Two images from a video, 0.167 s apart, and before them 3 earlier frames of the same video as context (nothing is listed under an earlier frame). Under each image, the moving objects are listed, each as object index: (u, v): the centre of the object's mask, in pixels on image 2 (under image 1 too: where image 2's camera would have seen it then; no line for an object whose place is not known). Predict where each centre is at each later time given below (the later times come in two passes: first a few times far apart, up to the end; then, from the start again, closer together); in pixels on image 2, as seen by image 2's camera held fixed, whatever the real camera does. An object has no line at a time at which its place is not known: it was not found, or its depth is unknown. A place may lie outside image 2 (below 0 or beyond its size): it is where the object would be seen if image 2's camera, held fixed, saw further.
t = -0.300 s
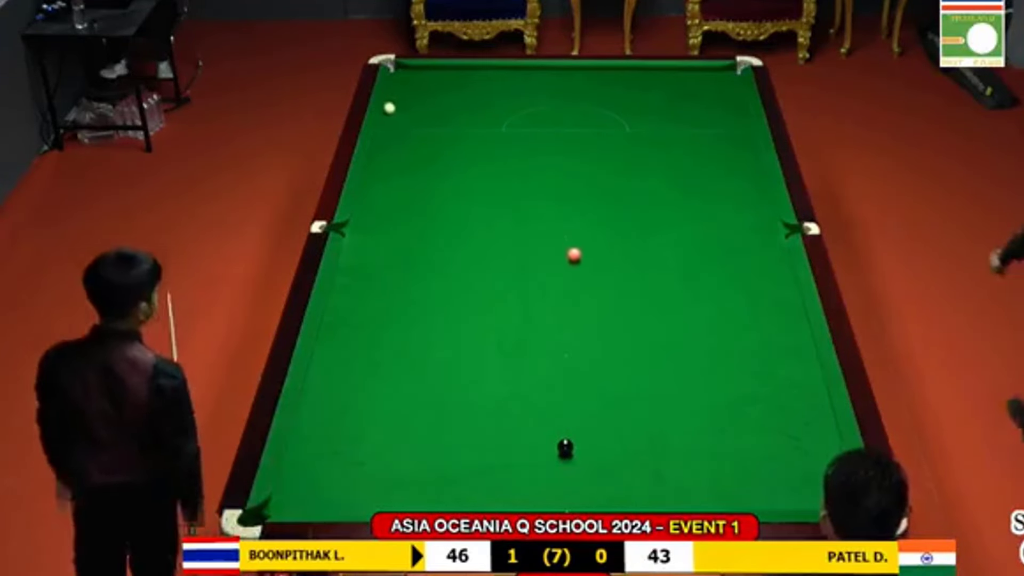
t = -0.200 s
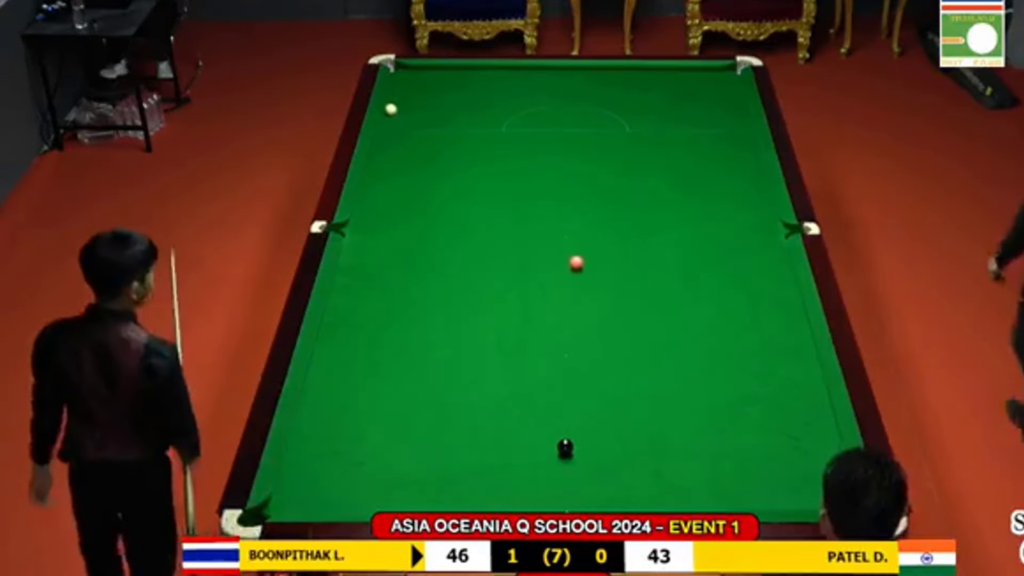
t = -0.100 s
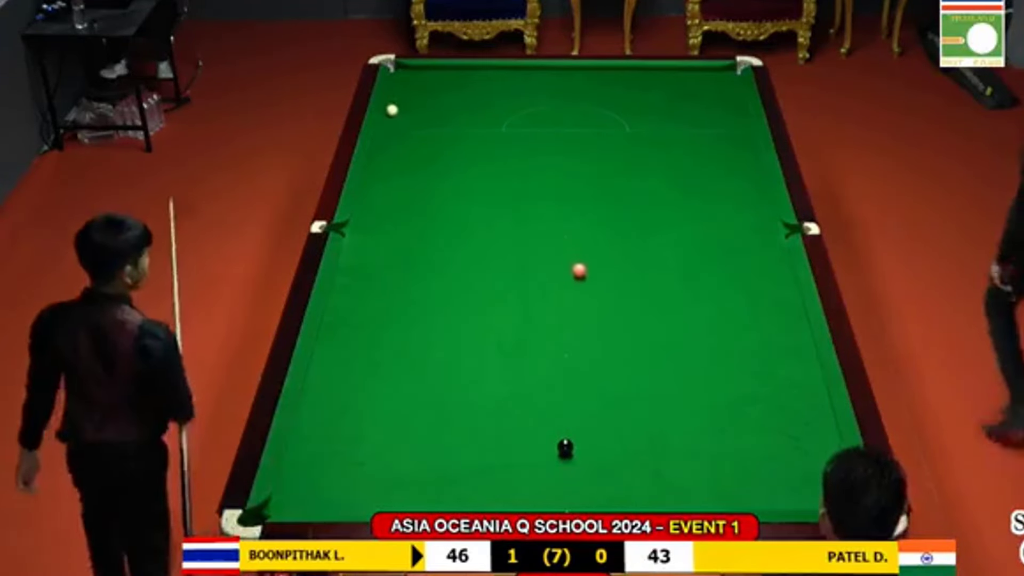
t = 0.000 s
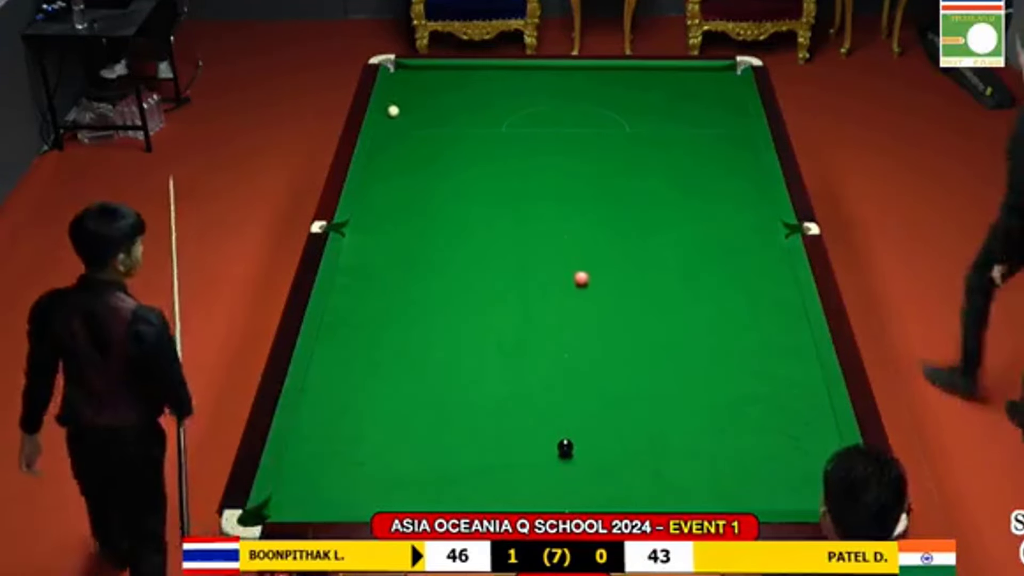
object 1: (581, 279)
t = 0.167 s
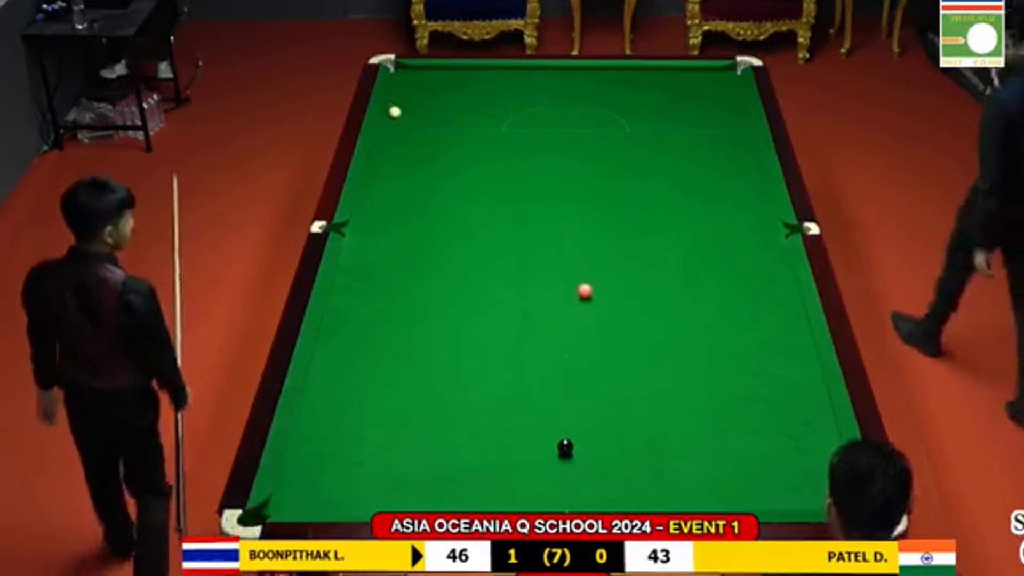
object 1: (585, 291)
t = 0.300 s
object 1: (588, 303)
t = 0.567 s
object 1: (594, 323)
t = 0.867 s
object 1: (602, 347)
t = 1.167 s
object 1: (608, 371)
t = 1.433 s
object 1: (615, 392)
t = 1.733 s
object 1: (622, 415)
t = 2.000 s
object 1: (628, 436)
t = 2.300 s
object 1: (635, 459)
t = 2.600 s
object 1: (641, 482)
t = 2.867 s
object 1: (646, 498)
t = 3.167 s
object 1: (649, 499)
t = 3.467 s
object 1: (650, 490)
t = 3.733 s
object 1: (651, 482)
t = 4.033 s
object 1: (651, 475)
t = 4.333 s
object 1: (651, 469)
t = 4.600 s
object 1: (651, 465)
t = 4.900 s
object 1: (652, 463)
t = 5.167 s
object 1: (652, 463)
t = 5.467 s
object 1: (652, 463)
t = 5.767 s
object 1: (652, 463)
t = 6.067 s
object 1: (652, 463)
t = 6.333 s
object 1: (652, 462)
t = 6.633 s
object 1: (652, 462)
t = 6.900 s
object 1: (652, 462)
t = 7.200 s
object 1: (652, 462)
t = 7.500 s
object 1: (652, 462)
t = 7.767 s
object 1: (652, 462)
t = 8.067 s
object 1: (652, 462)
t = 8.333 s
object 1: (652, 462)
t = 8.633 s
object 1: (652, 462)
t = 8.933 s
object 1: (652, 462)
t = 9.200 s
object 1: (652, 462)
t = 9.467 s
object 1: (652, 462)
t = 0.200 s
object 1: (586, 295)
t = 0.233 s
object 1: (586, 296)
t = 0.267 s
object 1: (587, 299)
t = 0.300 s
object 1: (588, 303)
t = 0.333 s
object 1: (589, 304)
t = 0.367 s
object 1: (590, 308)
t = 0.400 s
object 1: (591, 311)
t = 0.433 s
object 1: (591, 312)
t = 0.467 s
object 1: (592, 315)
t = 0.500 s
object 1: (593, 319)
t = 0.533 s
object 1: (594, 320)
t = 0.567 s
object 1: (594, 323)
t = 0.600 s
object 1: (596, 326)
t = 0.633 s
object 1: (596, 328)
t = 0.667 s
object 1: (597, 331)
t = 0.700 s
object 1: (598, 334)
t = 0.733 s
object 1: (599, 336)
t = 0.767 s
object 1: (599, 339)
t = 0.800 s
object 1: (600, 342)
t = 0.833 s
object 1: (601, 344)
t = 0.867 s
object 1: (602, 347)
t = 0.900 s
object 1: (603, 350)
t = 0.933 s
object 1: (603, 352)
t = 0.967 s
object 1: (604, 355)
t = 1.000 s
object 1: (605, 358)
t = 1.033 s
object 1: (605, 360)
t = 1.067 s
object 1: (606, 363)
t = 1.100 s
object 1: (607, 366)
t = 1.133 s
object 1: (608, 368)
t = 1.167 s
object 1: (608, 371)
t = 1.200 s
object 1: (609, 374)
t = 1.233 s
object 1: (610, 376)
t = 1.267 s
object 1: (611, 379)
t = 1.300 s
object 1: (612, 382)
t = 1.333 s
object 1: (612, 384)
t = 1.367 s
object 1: (613, 387)
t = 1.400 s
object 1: (614, 390)
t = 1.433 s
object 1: (615, 392)
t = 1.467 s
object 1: (616, 395)
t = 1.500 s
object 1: (617, 398)
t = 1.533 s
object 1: (617, 400)
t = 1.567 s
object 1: (618, 403)
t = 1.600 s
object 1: (619, 406)
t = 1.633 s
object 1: (620, 407)
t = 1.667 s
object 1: (621, 410)
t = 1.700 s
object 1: (622, 413)
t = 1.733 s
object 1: (622, 415)
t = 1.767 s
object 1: (623, 418)
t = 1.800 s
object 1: (624, 421)
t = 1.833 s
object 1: (624, 422)
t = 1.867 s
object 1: (625, 426)
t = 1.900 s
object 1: (626, 429)
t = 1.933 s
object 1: (626, 430)
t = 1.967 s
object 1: (627, 433)
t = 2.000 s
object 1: (628, 436)
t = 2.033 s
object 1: (629, 438)
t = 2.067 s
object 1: (630, 441)
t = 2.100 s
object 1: (630, 444)
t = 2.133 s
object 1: (631, 446)
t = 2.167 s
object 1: (632, 449)
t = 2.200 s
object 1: (633, 452)
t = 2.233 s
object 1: (633, 453)
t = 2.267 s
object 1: (634, 456)
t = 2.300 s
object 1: (635, 459)
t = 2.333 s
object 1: (635, 461)
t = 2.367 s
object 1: (636, 464)
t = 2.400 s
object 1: (637, 466)
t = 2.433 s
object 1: (637, 468)
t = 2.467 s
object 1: (638, 471)
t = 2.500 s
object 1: (638, 474)
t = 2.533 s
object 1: (639, 475)
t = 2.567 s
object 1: (640, 478)
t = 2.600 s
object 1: (641, 482)
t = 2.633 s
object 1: (641, 482)
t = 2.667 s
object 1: (642, 485)
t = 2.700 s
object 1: (643, 488)
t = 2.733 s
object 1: (643, 489)
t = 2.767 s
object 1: (644, 492)
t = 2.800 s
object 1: (645, 495)
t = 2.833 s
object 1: (645, 496)
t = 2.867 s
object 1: (646, 498)
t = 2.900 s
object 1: (646, 500)
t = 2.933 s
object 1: (647, 501)
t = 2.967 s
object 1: (647, 503)
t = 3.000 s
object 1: (648, 503)
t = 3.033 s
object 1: (648, 503)
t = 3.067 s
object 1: (649, 502)
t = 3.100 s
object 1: (649, 501)
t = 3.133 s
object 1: (649, 500)
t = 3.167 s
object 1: (649, 499)
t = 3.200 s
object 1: (649, 498)
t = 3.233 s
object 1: (649, 498)
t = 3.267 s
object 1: (650, 497)
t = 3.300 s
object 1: (650, 496)
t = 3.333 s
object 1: (650, 495)
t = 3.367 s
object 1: (650, 494)
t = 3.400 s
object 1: (650, 492)
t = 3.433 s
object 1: (650, 491)
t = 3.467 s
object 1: (650, 490)
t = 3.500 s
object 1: (650, 488)
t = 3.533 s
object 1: (650, 488)
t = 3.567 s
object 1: (650, 487)
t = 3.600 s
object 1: (650, 485)
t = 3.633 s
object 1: (651, 485)
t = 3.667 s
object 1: (651, 484)
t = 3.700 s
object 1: (651, 482)
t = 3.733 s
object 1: (651, 482)
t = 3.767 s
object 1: (651, 481)
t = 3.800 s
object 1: (651, 480)
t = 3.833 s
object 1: (651, 479)
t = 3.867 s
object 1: (651, 478)
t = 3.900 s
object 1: (651, 477)
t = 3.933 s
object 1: (651, 477)
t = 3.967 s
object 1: (650, 476)
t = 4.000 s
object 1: (650, 475)
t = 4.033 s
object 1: (651, 475)
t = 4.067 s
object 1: (650, 474)
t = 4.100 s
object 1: (650, 473)
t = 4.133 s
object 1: (650, 473)
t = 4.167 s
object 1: (650, 472)
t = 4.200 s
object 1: (650, 471)
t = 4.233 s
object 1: (650, 471)
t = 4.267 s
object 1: (651, 470)
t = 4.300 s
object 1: (651, 470)
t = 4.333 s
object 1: (651, 469)
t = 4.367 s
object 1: (651, 468)
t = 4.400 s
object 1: (651, 468)
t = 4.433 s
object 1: (651, 468)
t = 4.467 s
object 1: (651, 467)
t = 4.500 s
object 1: (651, 467)
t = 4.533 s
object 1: (651, 466)
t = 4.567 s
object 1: (651, 466)
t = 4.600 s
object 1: (651, 465)
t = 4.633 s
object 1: (651, 465)
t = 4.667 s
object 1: (651, 465)
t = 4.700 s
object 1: (651, 464)
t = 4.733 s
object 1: (651, 464)
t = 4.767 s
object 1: (651, 464)
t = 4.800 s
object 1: (651, 464)
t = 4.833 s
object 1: (651, 463)
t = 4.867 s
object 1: (652, 463)
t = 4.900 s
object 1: (652, 463)
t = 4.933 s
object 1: (652, 463)
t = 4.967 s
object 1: (651, 463)
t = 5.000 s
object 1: (652, 463)
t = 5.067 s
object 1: (652, 463)
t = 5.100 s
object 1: (652, 463)
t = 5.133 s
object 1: (652, 463)
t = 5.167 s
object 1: (652, 463)
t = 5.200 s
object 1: (652, 463)
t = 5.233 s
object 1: (652, 463)
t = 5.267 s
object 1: (652, 463)
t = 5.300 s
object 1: (652, 463)
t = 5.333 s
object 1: (652, 463)
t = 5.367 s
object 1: (652, 463)
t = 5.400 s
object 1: (652, 463)
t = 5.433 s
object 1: (652, 463)
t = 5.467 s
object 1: (652, 463)
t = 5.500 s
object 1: (652, 463)
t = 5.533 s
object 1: (652, 463)
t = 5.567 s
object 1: (652, 463)
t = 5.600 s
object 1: (652, 463)
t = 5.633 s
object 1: (652, 463)
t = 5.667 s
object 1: (652, 463)
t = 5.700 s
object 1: (652, 463)
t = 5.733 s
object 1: (652, 463)
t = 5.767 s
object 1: (652, 463)
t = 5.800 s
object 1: (652, 463)
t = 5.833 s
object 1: (652, 463)
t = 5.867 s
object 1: (652, 463)
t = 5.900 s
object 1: (652, 463)
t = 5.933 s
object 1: (652, 463)
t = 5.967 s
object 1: (652, 463)
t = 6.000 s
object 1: (652, 463)
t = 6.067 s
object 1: (652, 463)
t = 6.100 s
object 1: (652, 463)
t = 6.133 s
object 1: (652, 463)
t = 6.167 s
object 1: (652, 463)
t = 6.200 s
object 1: (652, 463)
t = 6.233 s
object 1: (652, 463)
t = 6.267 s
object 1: (652, 462)
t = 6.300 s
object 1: (652, 462)
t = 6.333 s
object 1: (652, 462)
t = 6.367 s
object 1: (652, 462)
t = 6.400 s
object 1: (652, 462)
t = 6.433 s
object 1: (652, 462)
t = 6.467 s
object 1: (652, 462)
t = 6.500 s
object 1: (652, 462)
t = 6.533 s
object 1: (652, 462)
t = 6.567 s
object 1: (652, 462)
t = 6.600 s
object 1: (652, 462)
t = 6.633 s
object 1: (652, 462)
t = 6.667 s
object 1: (652, 462)
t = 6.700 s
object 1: (652, 462)
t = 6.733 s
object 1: (652, 462)
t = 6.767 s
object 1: (652, 462)
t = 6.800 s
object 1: (652, 462)
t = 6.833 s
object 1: (652, 462)
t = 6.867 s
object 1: (652, 462)
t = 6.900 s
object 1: (652, 462)
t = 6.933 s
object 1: (652, 462)
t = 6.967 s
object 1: (652, 462)
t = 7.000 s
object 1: (652, 462)
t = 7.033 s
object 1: (652, 462)
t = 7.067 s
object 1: (652, 462)
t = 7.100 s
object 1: (652, 462)
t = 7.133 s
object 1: (652, 462)
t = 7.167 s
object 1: (652, 462)
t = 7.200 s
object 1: (652, 462)
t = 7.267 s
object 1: (652, 462)
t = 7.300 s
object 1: (652, 462)
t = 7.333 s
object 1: (652, 462)
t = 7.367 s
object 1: (652, 462)
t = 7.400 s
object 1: (652, 462)
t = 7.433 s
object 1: (652, 462)
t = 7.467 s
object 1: (652, 462)
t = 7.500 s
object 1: (652, 462)
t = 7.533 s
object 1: (652, 462)
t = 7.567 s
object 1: (652, 462)
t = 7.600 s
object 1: (652, 462)
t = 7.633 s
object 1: (652, 462)
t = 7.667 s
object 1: (652, 462)
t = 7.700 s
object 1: (652, 462)
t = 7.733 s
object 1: (652, 463)
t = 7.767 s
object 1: (652, 462)
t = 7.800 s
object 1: (652, 462)
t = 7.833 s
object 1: (652, 462)
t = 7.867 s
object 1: (652, 462)
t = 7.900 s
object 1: (652, 462)
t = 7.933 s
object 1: (652, 462)
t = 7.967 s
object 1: (652, 462)
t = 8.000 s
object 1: (652, 462)
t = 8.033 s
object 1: (652, 463)
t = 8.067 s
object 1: (652, 462)
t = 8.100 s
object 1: (652, 462)
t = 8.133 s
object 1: (652, 462)
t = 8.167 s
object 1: (652, 462)
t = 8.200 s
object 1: (652, 462)
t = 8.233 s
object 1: (652, 462)
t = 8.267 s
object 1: (652, 462)
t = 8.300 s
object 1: (652, 462)
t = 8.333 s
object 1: (652, 462)
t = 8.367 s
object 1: (652, 462)
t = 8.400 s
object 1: (652, 462)
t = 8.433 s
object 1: (652, 462)
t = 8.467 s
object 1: (652, 462)
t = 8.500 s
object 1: (652, 462)
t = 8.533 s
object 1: (652, 462)
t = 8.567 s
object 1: (652, 462)
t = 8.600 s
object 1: (652, 462)
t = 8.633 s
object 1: (652, 462)
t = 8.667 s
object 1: (652, 462)
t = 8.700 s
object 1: (652, 462)
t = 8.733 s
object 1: (652, 463)
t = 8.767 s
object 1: (652, 462)
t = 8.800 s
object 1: (652, 462)
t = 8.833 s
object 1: (652, 462)
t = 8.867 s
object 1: (652, 463)
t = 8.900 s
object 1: (652, 462)
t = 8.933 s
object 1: (652, 462)
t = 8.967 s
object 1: (652, 462)
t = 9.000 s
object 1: (652, 462)
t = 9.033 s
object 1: (652, 462)
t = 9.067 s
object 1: (652, 462)
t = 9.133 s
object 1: (652, 462)
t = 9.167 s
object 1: (652, 462)
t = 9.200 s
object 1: (652, 462)
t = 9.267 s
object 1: (652, 462)
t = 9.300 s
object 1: (652, 462)
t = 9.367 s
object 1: (652, 462)
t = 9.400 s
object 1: (652, 462)
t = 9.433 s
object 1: (652, 462)
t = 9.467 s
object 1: (652, 462)
